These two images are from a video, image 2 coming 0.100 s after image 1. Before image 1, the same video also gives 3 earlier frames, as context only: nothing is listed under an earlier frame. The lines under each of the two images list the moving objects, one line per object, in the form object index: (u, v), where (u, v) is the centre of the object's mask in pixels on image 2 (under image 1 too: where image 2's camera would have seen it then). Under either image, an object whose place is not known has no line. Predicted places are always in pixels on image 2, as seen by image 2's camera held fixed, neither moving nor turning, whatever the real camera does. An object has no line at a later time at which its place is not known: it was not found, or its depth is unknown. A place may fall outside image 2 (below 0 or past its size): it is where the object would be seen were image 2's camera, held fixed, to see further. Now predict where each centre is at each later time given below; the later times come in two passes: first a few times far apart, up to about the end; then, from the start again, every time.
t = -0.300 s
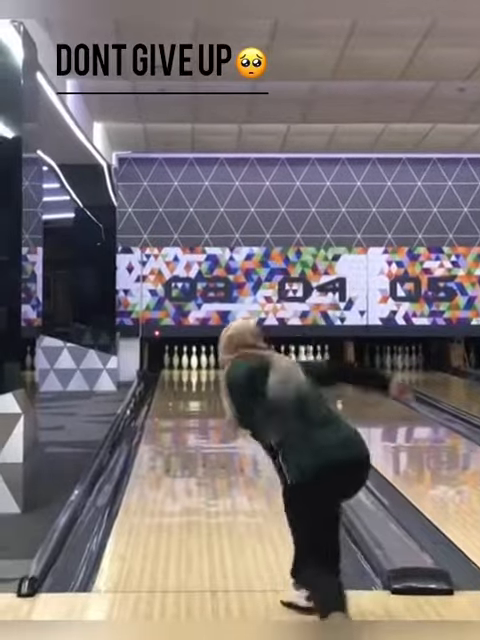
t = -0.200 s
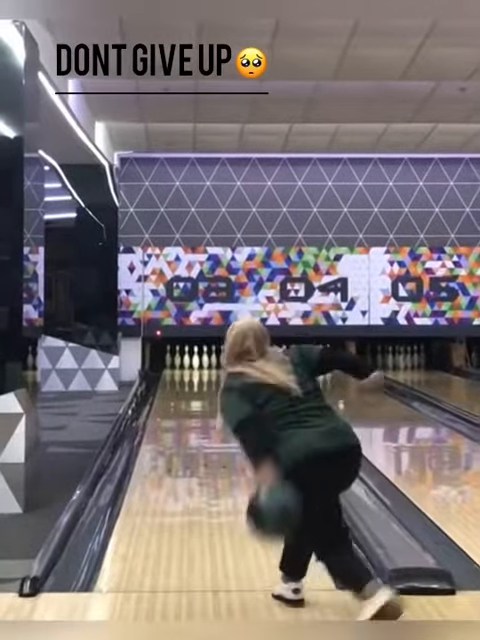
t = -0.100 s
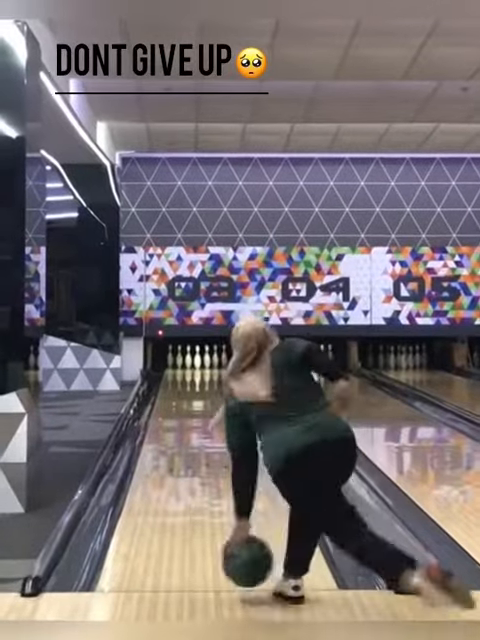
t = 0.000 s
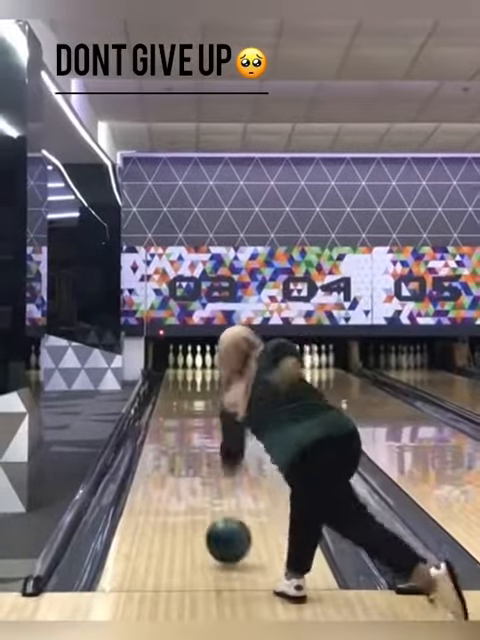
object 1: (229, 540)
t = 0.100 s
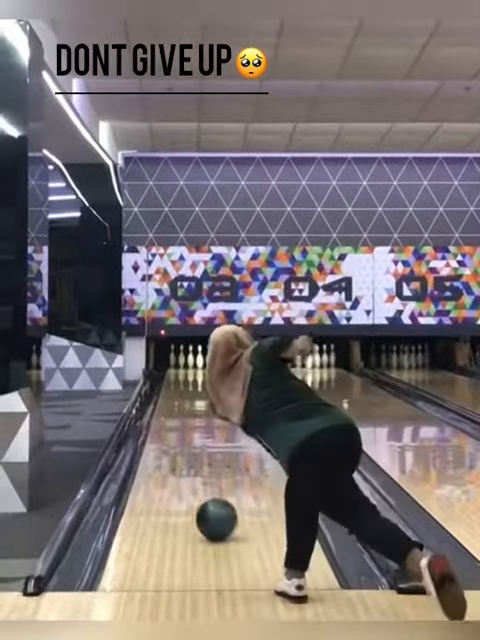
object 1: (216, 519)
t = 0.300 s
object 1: (198, 483)
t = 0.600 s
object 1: (181, 447)
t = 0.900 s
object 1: (171, 422)
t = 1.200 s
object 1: (166, 405)
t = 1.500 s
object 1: (166, 393)
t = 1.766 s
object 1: (169, 386)
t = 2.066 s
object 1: (173, 378)
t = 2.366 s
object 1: (180, 370)
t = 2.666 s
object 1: (182, 365)
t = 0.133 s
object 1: (212, 512)
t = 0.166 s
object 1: (209, 505)
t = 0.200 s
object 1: (206, 500)
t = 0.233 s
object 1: (203, 493)
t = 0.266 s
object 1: (200, 488)
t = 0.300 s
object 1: (198, 483)
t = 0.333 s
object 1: (195, 478)
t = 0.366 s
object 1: (193, 473)
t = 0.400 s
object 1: (191, 469)
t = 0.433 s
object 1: (189, 464)
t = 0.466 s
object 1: (187, 461)
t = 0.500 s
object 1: (186, 457)
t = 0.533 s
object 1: (184, 453)
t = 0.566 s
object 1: (183, 450)
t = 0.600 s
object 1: (181, 447)
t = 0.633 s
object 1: (180, 444)
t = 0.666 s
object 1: (178, 440)
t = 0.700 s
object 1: (177, 437)
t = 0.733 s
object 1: (176, 434)
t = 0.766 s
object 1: (175, 431)
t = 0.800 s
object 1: (174, 429)
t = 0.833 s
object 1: (173, 427)
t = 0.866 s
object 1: (172, 424)
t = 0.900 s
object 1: (171, 422)
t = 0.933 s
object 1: (171, 420)
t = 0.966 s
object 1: (170, 418)
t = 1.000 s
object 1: (169, 416)
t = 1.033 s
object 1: (170, 413)
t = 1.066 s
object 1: (169, 412)
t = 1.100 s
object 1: (168, 411)
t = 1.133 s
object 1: (167, 408)
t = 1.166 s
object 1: (167, 407)
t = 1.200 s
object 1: (166, 405)
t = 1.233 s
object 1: (166, 404)
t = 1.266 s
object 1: (166, 403)
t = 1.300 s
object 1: (166, 402)
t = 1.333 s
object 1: (165, 400)
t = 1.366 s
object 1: (165, 399)
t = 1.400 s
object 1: (166, 397)
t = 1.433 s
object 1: (166, 395)
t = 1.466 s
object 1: (166, 395)
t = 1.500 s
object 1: (166, 393)
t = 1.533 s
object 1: (165, 393)
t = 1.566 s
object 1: (166, 392)
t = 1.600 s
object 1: (165, 392)
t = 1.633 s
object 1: (166, 390)
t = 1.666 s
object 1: (166, 389)
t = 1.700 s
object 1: (167, 388)
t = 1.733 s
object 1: (167, 388)
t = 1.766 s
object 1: (169, 386)
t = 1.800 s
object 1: (169, 384)
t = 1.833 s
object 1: (170, 384)
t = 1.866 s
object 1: (170, 383)
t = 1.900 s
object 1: (170, 383)
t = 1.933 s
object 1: (170, 381)
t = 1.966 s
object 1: (170, 381)
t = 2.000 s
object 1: (170, 380)
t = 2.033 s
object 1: (170, 379)
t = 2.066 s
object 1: (173, 378)
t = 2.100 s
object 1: (173, 377)
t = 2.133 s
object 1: (175, 374)
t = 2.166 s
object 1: (176, 374)
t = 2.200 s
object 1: (177, 373)
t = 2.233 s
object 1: (177, 373)
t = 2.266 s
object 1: (178, 372)
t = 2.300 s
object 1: (178, 372)
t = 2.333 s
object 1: (179, 371)
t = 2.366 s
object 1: (180, 370)
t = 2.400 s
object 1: (180, 369)
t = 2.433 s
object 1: (180, 368)
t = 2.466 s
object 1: (181, 367)
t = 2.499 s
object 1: (181, 367)
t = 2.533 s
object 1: (181, 366)
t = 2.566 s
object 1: (182, 366)
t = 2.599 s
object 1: (182, 366)
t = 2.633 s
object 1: (183, 364)
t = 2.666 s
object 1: (182, 365)
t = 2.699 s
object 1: (183, 364)
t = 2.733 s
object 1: (185, 363)
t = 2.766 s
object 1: (187, 362)
